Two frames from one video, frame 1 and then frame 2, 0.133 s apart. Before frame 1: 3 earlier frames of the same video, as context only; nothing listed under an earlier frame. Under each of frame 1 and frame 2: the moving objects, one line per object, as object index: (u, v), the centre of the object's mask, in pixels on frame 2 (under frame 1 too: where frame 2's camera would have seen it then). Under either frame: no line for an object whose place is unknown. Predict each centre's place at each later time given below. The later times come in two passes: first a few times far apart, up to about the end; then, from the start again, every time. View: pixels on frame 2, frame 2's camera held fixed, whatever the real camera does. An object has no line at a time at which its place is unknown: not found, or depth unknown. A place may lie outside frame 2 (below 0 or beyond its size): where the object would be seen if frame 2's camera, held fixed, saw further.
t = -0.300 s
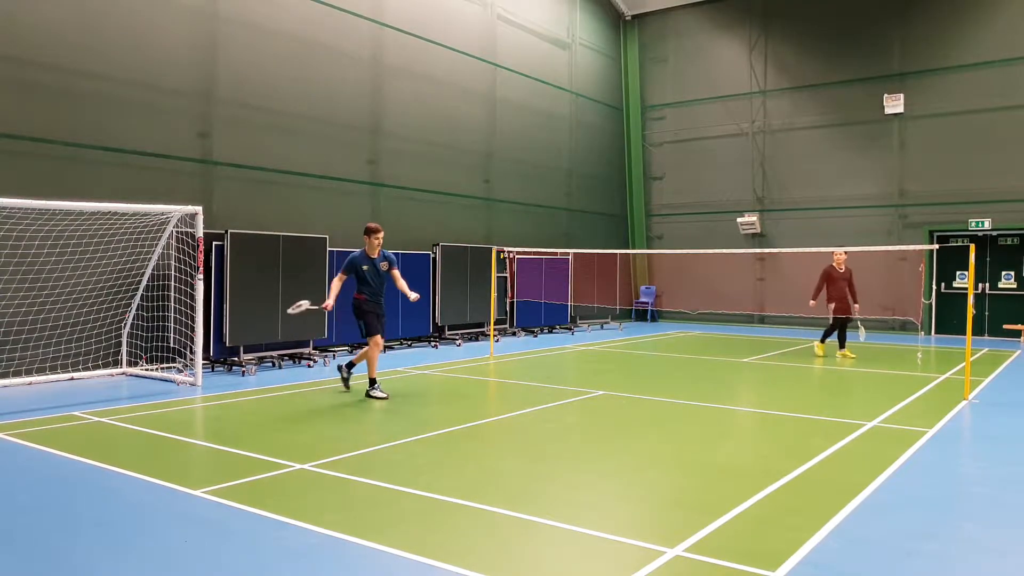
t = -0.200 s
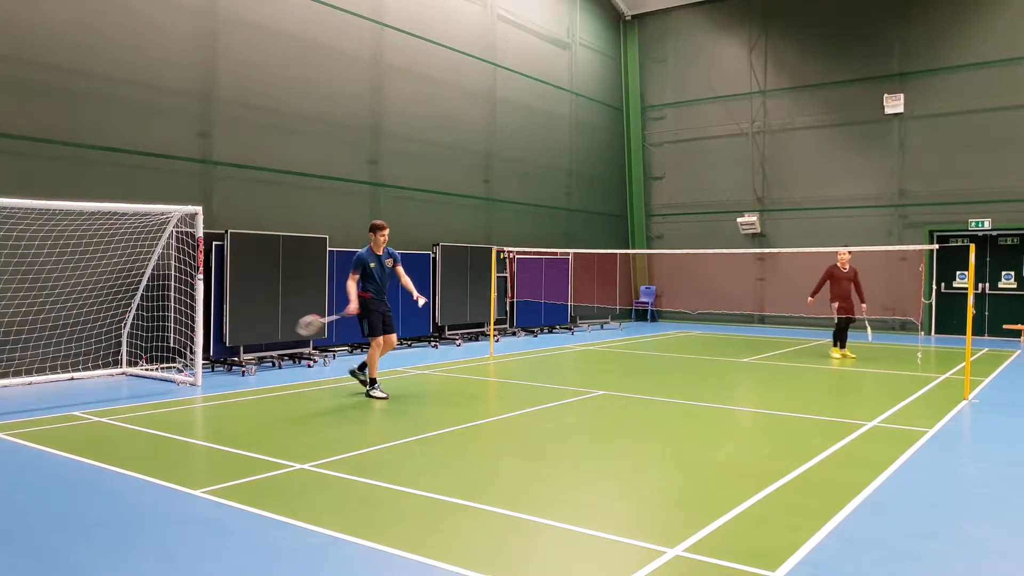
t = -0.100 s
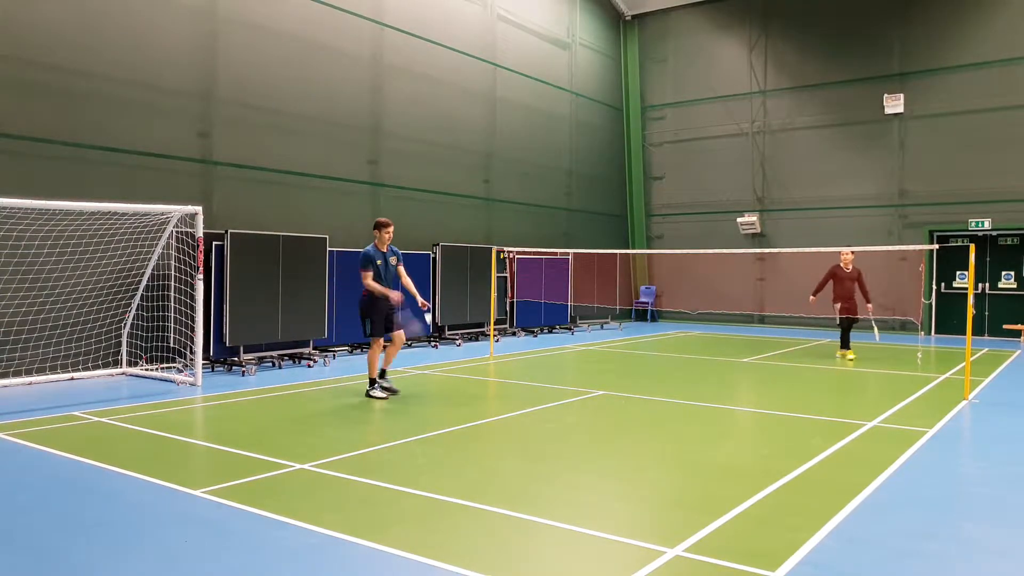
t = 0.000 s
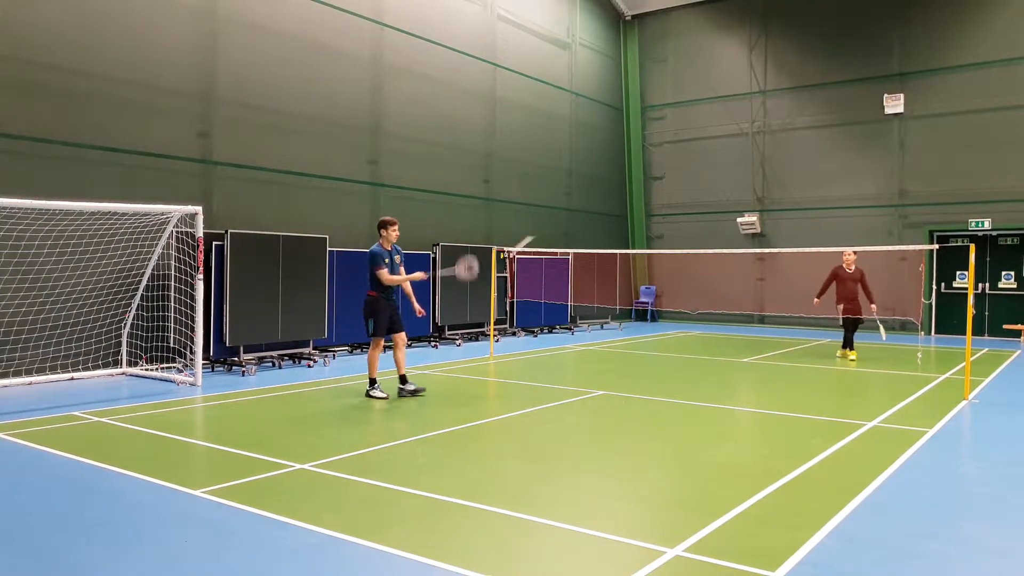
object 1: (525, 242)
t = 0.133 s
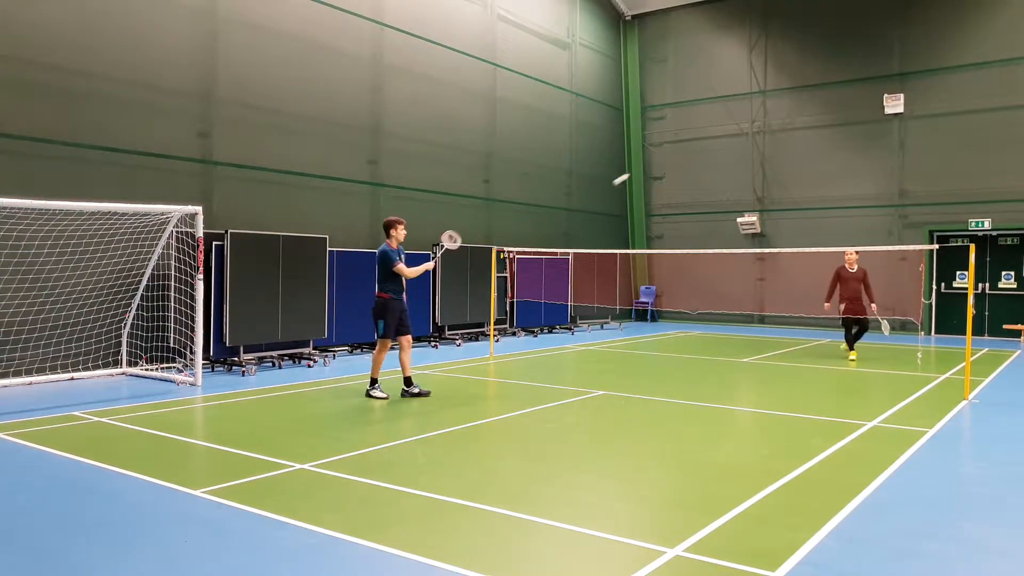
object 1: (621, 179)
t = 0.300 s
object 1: (700, 142)
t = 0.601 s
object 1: (791, 144)
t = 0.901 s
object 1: (847, 201)
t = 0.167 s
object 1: (640, 168)
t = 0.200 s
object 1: (657, 159)
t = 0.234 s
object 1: (672, 152)
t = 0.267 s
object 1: (687, 146)
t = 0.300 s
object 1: (700, 142)
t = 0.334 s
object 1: (713, 139)
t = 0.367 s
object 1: (725, 136)
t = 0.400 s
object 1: (736, 135)
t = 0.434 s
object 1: (746, 135)
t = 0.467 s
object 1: (756, 135)
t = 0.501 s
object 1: (765, 136)
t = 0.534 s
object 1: (774, 139)
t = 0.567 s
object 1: (783, 141)
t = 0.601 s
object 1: (791, 144)
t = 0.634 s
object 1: (798, 149)
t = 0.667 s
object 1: (805, 153)
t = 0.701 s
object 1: (812, 159)
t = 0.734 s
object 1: (819, 165)
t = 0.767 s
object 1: (825, 171)
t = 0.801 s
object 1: (831, 178)
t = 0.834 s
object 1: (837, 185)
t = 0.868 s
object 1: (842, 193)
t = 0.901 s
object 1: (847, 201)
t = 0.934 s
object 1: (852, 210)
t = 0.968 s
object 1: (857, 219)
